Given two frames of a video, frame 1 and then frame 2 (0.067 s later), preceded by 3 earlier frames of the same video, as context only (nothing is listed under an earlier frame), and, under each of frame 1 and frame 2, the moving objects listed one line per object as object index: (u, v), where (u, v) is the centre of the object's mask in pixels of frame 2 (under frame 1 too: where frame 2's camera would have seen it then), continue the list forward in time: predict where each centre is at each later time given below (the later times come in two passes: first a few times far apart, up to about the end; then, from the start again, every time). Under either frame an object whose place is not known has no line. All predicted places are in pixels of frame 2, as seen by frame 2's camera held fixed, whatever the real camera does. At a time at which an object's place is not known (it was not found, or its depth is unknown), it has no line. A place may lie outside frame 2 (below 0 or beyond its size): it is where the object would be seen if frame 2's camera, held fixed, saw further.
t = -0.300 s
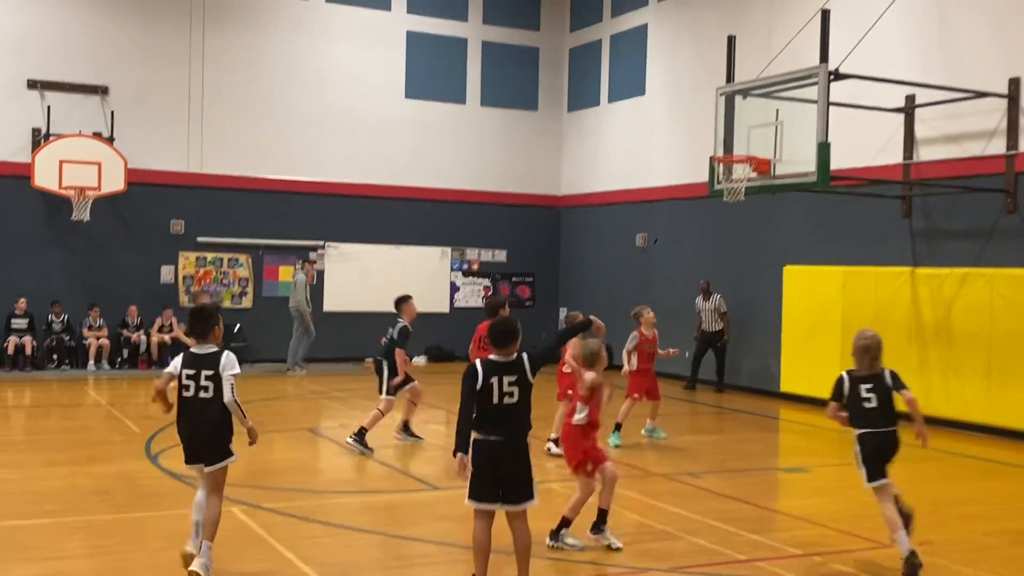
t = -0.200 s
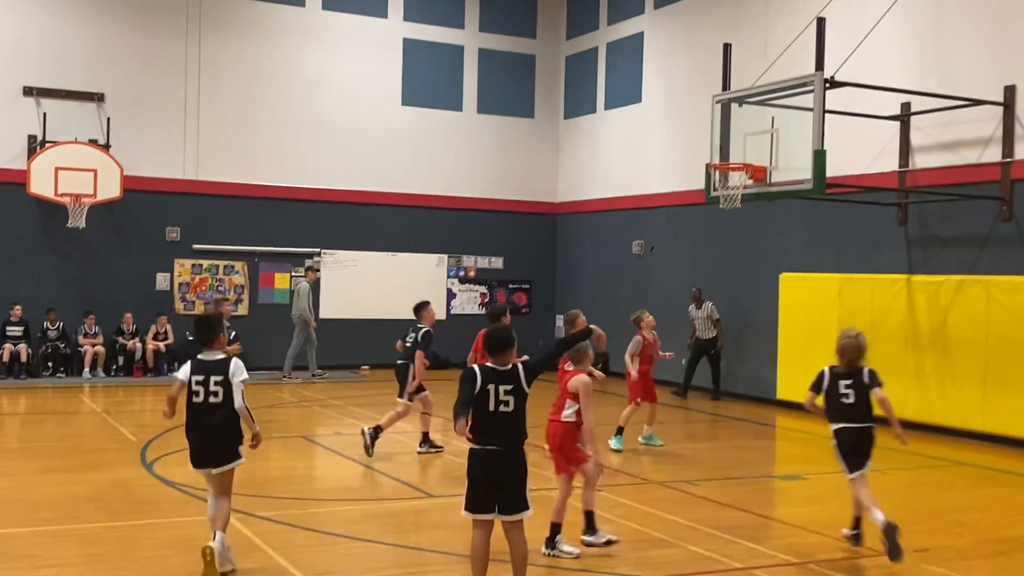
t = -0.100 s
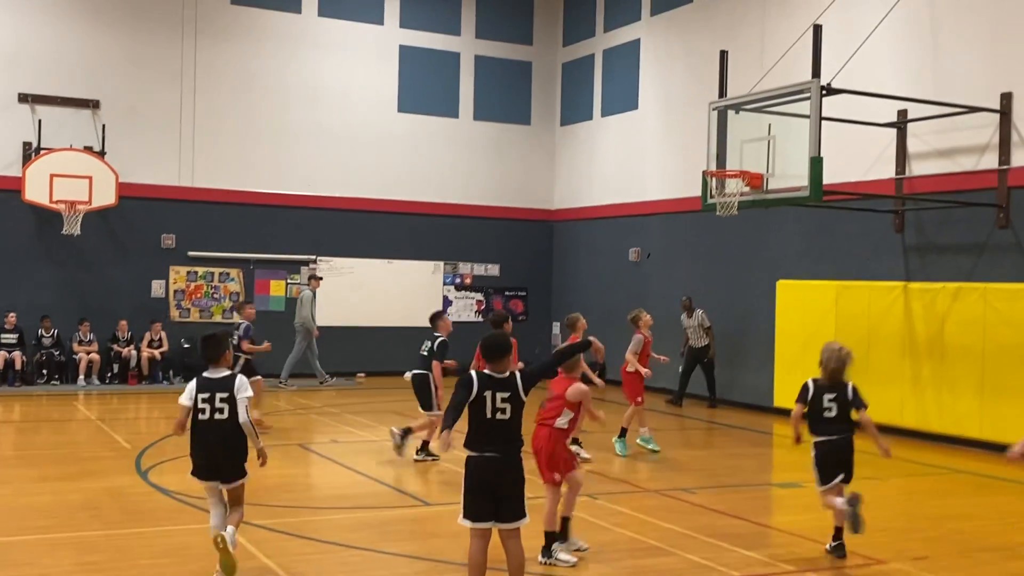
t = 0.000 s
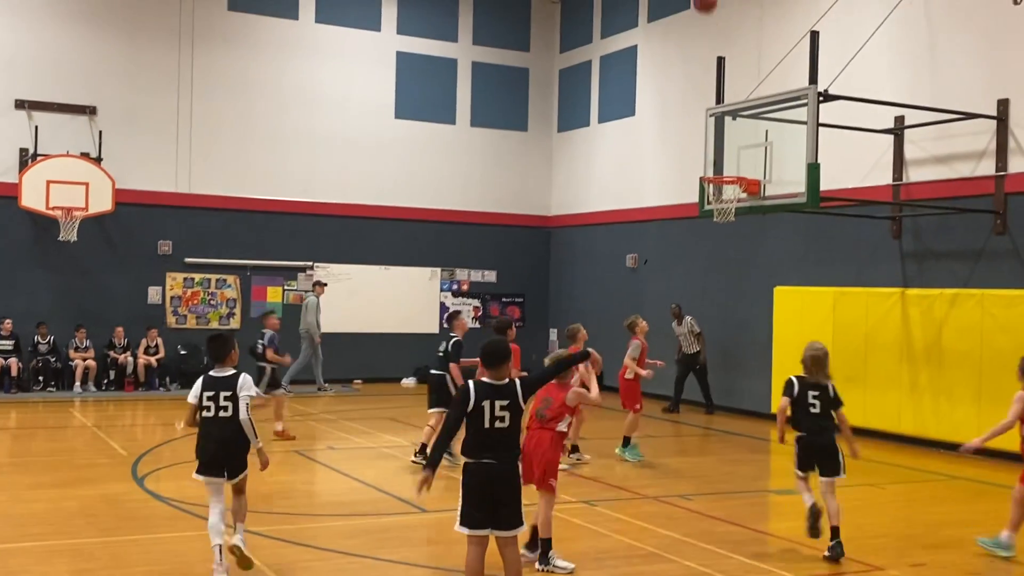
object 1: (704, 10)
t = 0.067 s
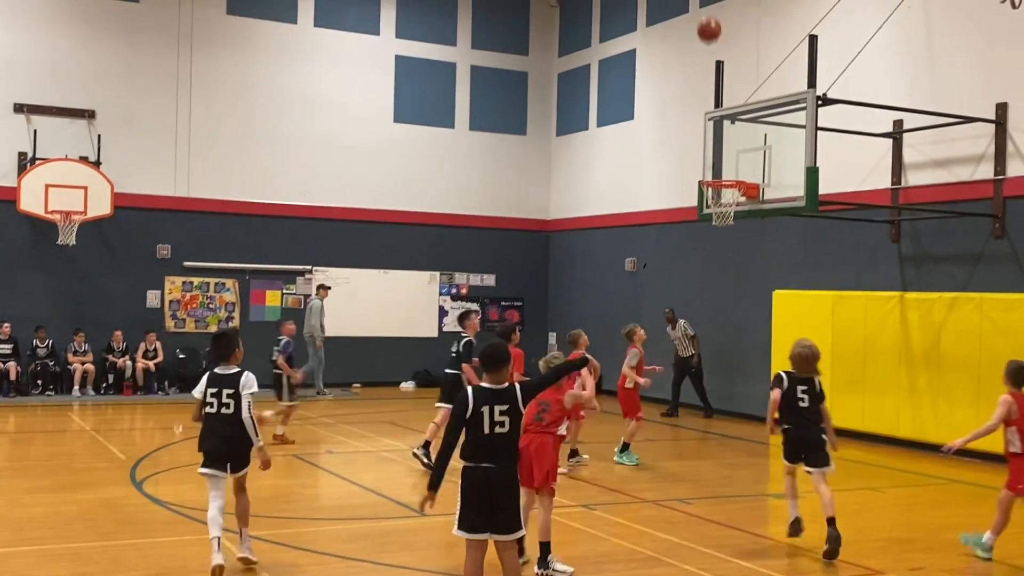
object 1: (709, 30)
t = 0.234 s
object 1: (721, 106)
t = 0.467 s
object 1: (729, 169)
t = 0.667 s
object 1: (695, 171)
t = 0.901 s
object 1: (640, 208)
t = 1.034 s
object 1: (609, 249)
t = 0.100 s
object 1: (711, 44)
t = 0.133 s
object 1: (714, 58)
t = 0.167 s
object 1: (716, 74)
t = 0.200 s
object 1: (718, 89)
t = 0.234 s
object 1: (721, 106)
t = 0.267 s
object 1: (722, 123)
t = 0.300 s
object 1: (724, 140)
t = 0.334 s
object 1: (725, 158)
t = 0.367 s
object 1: (727, 172)
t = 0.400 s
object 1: (728, 170)
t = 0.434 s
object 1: (728, 169)
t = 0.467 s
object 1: (729, 169)
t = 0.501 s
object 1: (729, 170)
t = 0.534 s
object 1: (727, 170)
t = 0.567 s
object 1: (719, 169)
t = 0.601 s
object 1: (712, 169)
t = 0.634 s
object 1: (703, 170)
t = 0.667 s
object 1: (695, 171)
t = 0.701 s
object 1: (687, 174)
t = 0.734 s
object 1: (679, 177)
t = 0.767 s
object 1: (671, 182)
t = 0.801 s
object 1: (663, 187)
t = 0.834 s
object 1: (655, 193)
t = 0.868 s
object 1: (648, 200)
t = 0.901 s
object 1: (640, 208)
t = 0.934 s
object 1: (633, 218)
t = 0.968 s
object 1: (624, 227)
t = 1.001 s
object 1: (617, 238)
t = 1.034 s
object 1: (609, 249)
